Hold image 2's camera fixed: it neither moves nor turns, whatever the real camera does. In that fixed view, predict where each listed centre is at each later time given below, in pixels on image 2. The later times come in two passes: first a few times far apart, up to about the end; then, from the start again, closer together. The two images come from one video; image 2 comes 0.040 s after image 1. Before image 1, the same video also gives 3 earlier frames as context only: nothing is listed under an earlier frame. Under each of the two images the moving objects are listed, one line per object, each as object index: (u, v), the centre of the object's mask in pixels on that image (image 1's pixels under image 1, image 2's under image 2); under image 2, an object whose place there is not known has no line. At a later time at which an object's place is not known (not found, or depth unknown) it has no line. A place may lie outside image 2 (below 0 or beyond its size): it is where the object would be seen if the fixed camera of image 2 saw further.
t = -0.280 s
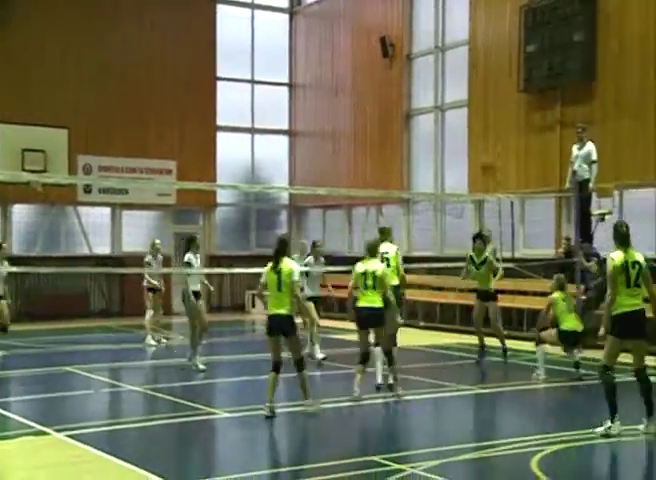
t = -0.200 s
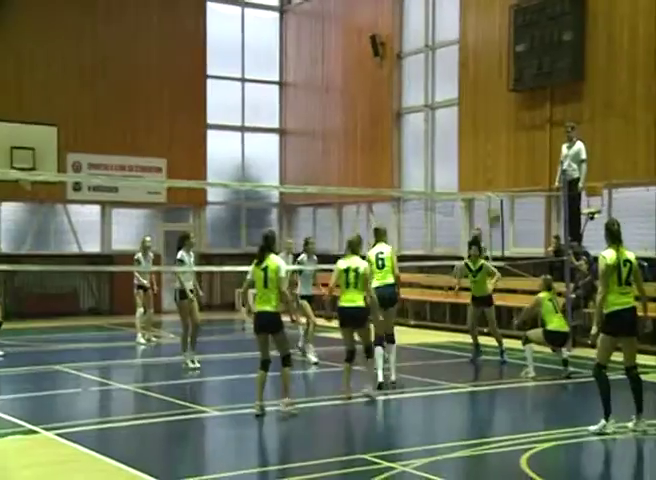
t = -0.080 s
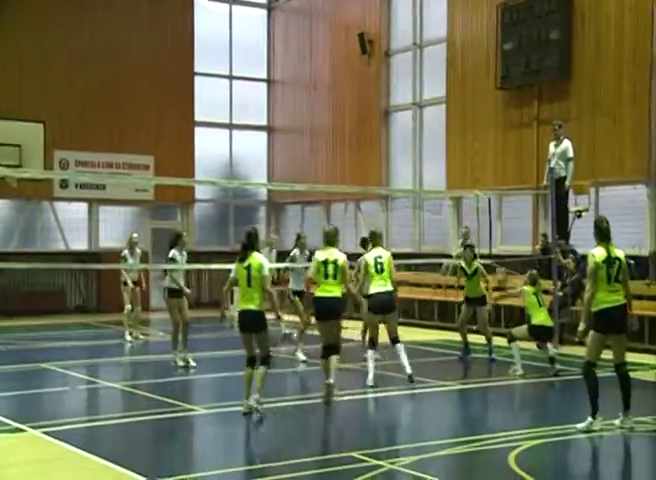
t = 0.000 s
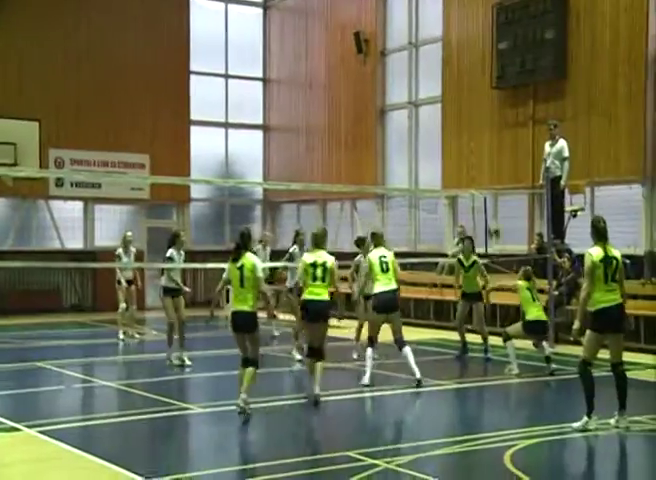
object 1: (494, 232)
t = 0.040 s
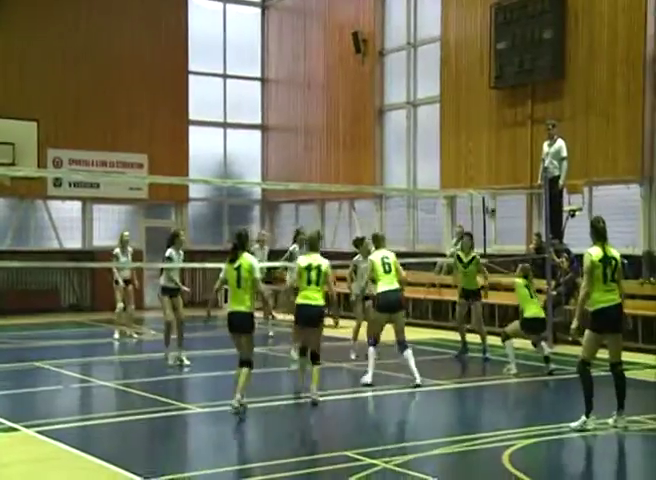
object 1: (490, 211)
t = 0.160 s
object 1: (485, 151)
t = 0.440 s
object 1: (474, 65)
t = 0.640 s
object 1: (466, 44)
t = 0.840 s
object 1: (458, 53)
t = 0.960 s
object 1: (452, 75)
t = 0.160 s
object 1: (485, 151)
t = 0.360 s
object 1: (477, 83)
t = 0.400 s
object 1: (475, 75)
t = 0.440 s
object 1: (474, 65)
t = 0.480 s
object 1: (472, 59)
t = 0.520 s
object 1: (470, 53)
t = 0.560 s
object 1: (468, 49)
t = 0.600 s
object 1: (466, 45)
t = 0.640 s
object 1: (466, 44)
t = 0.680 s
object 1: (465, 42)
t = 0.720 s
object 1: (463, 43)
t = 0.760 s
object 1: (461, 46)
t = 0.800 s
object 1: (459, 49)
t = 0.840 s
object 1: (458, 53)
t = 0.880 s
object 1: (456, 60)
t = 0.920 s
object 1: (452, 68)
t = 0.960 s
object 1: (452, 75)
